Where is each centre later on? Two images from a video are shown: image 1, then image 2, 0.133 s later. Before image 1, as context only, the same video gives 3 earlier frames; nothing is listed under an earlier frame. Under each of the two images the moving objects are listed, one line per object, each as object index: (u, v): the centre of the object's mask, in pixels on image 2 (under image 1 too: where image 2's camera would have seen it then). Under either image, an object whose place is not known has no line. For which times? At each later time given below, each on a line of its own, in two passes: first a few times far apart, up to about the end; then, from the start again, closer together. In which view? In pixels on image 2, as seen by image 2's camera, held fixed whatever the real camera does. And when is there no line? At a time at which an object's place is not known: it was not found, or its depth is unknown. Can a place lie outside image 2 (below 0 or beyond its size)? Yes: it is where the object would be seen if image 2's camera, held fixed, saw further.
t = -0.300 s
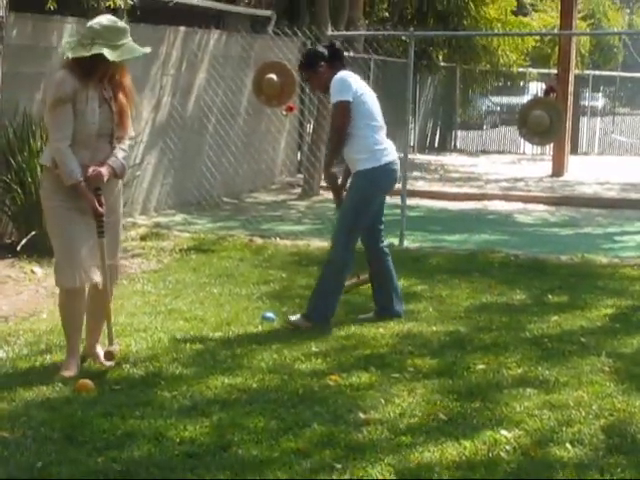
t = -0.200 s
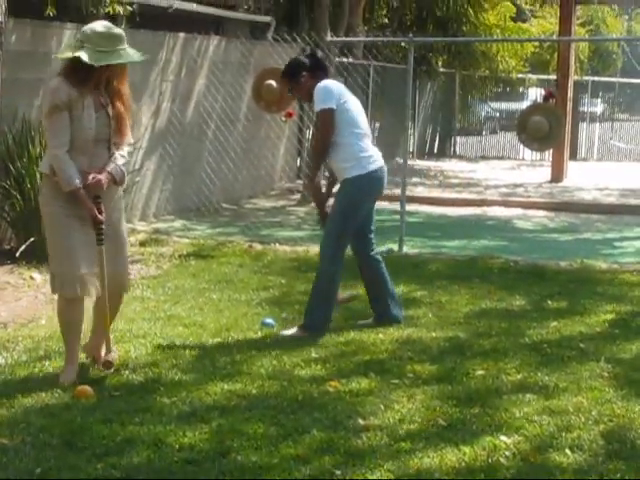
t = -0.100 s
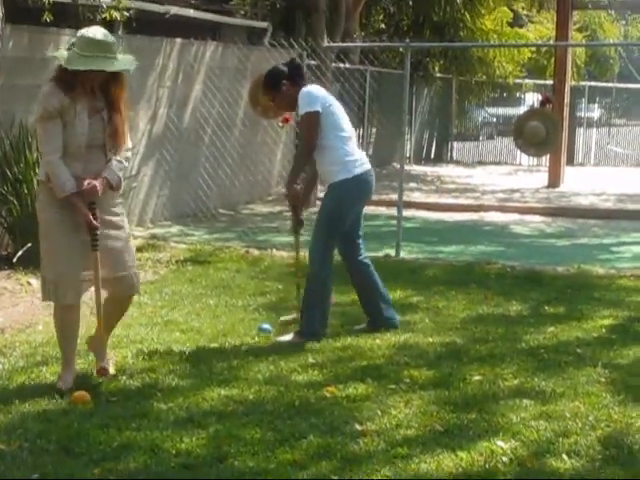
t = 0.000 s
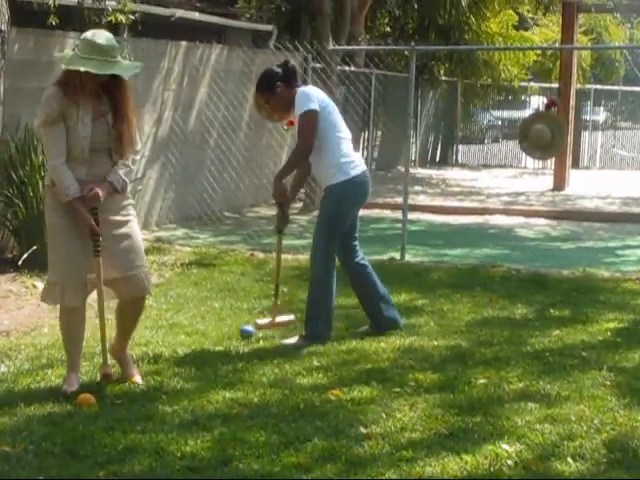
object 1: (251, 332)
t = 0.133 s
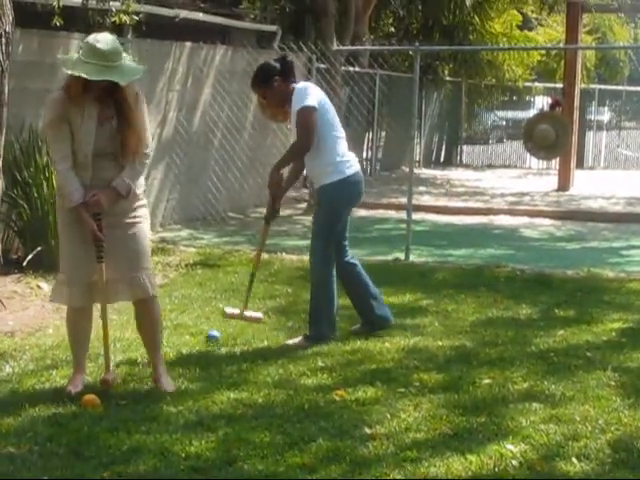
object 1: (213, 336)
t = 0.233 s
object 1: (185, 339)
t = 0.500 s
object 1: (126, 338)
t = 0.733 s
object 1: (81, 341)
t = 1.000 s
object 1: (54, 342)
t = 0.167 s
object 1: (204, 336)
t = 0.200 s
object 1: (195, 336)
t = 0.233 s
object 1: (185, 339)
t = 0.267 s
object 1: (177, 337)
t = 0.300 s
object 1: (173, 336)
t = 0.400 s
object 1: (144, 340)
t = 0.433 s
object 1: (140, 340)
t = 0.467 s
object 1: (132, 338)
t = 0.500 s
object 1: (126, 338)
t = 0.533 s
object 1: (119, 339)
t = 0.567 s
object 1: (116, 340)
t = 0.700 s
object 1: (83, 342)
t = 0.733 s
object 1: (81, 341)
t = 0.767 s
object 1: (79, 341)
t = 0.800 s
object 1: (75, 341)
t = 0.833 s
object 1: (70, 341)
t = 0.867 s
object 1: (67, 341)
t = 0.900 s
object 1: (62, 342)
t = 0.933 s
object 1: (60, 342)
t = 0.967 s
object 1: (57, 341)
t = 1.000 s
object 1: (54, 342)
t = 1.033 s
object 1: (52, 342)
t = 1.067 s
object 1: (50, 342)
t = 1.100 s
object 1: (48, 343)
